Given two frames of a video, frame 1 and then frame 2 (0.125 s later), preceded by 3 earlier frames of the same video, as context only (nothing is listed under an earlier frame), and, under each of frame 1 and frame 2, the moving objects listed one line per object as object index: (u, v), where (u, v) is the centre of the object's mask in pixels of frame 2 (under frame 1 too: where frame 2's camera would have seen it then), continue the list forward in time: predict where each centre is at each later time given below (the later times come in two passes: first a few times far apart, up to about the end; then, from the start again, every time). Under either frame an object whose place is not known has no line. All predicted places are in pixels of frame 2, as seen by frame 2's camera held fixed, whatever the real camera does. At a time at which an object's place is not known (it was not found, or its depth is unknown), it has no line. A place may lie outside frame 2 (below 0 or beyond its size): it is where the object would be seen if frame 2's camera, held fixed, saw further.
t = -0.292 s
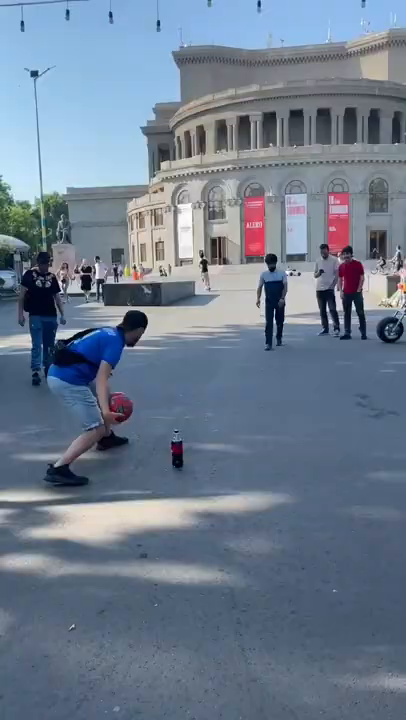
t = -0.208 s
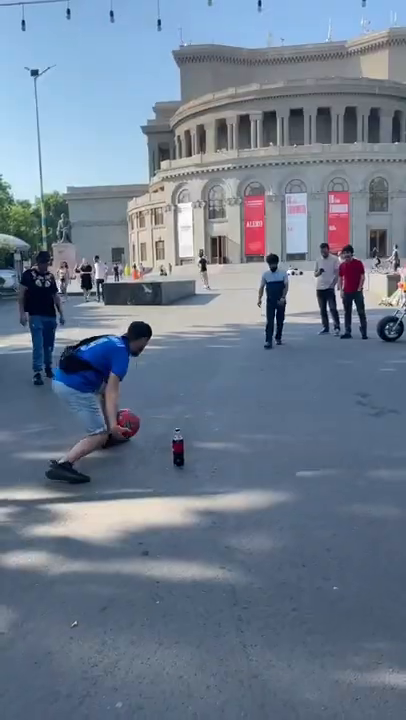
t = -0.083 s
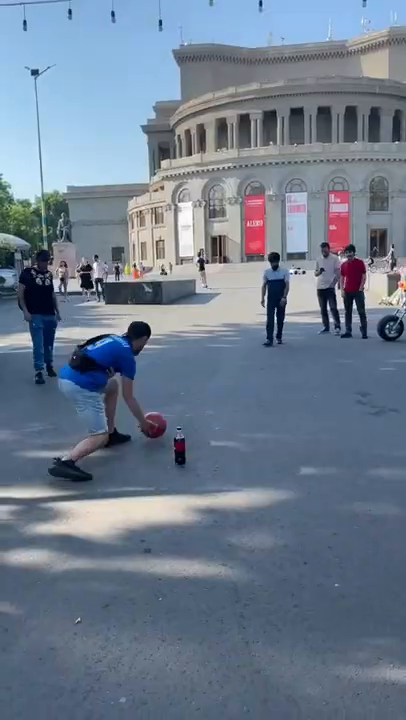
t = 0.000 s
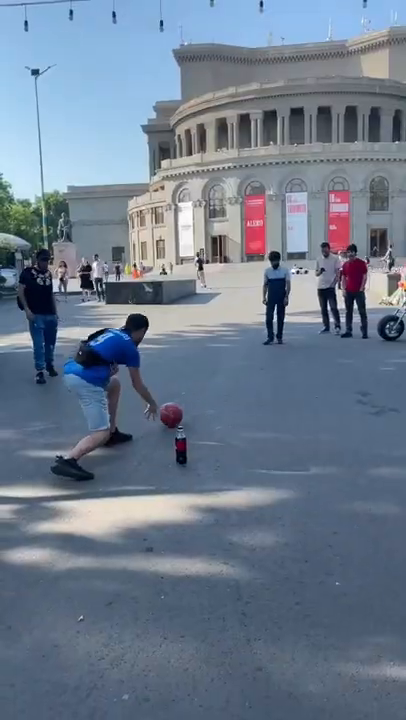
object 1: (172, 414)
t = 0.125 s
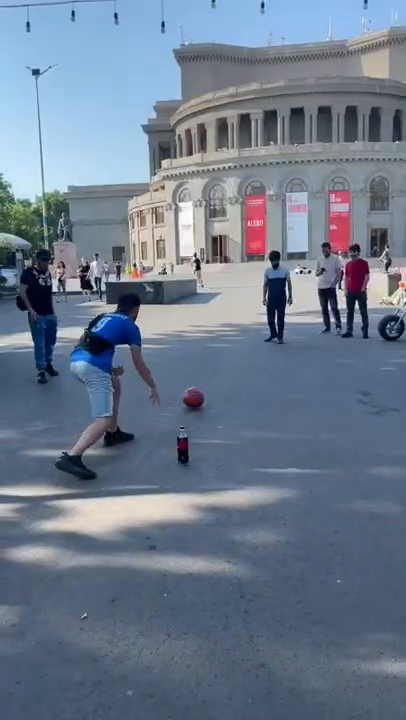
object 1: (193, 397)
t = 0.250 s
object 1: (207, 387)
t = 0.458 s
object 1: (226, 369)
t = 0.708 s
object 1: (243, 355)
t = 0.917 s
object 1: (254, 348)
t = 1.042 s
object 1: (260, 344)
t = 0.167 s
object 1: (197, 393)
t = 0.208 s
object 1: (201, 389)
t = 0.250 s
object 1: (207, 387)
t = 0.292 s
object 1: (212, 381)
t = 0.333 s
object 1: (215, 378)
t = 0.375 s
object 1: (219, 375)
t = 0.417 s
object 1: (223, 375)
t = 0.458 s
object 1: (226, 369)
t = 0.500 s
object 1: (229, 366)
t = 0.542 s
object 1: (232, 362)
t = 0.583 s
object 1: (235, 361)
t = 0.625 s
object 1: (238, 363)
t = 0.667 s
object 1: (240, 360)
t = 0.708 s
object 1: (243, 355)
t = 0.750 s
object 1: (246, 353)
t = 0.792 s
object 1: (248, 353)
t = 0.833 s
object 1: (250, 354)
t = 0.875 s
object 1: (252, 350)
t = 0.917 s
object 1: (254, 348)
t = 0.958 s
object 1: (256, 348)
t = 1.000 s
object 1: (258, 348)
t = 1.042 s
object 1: (260, 344)
